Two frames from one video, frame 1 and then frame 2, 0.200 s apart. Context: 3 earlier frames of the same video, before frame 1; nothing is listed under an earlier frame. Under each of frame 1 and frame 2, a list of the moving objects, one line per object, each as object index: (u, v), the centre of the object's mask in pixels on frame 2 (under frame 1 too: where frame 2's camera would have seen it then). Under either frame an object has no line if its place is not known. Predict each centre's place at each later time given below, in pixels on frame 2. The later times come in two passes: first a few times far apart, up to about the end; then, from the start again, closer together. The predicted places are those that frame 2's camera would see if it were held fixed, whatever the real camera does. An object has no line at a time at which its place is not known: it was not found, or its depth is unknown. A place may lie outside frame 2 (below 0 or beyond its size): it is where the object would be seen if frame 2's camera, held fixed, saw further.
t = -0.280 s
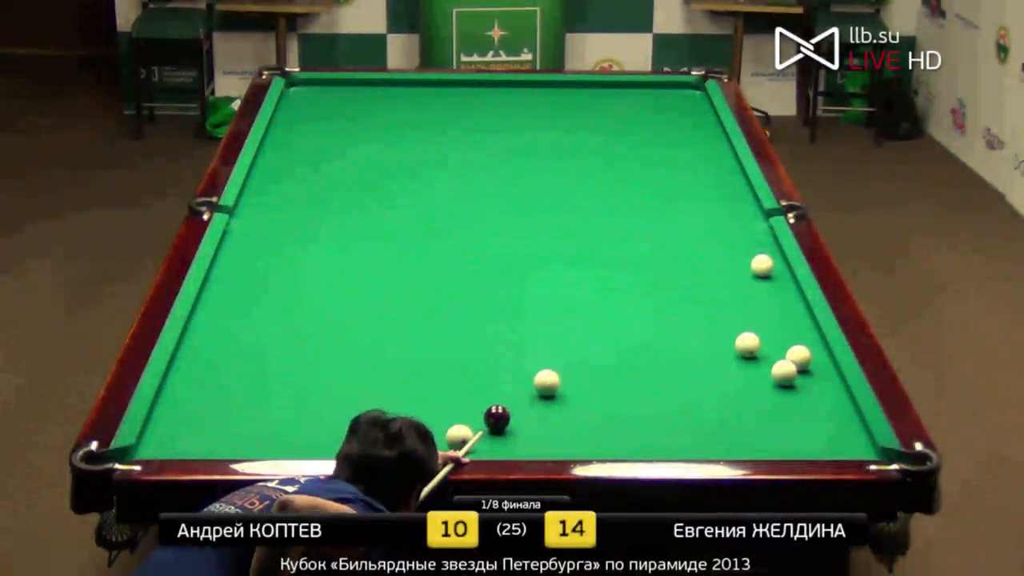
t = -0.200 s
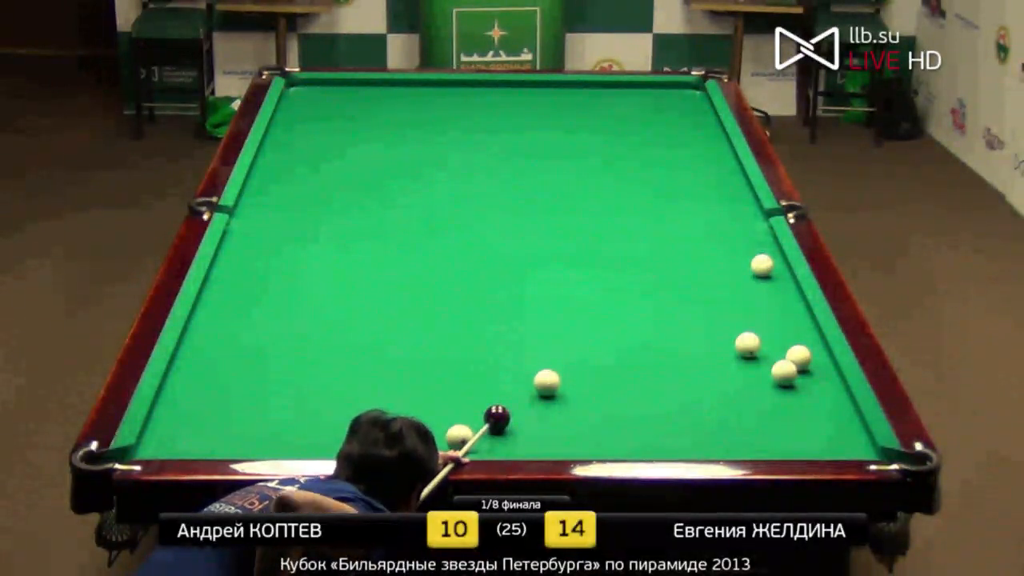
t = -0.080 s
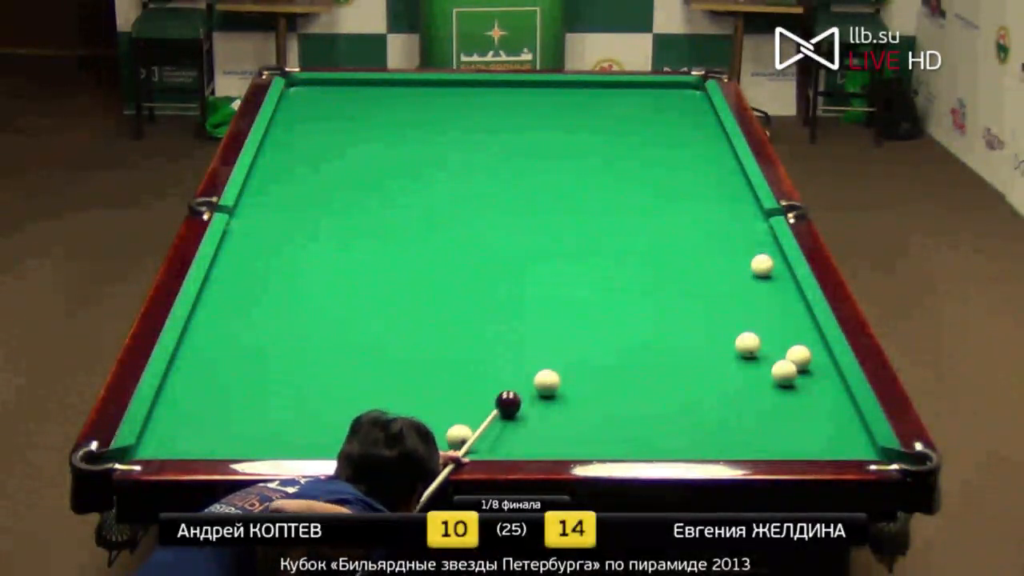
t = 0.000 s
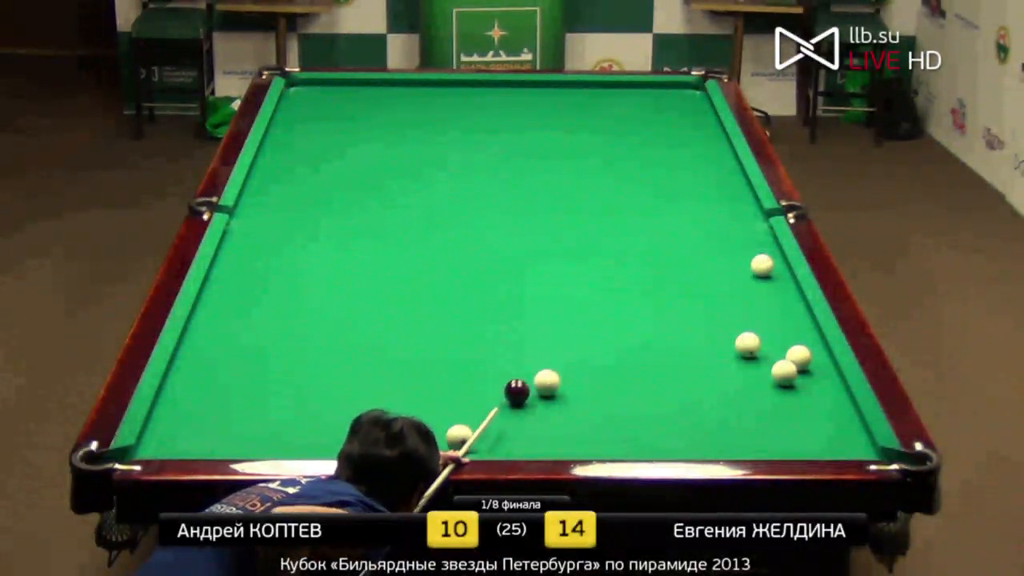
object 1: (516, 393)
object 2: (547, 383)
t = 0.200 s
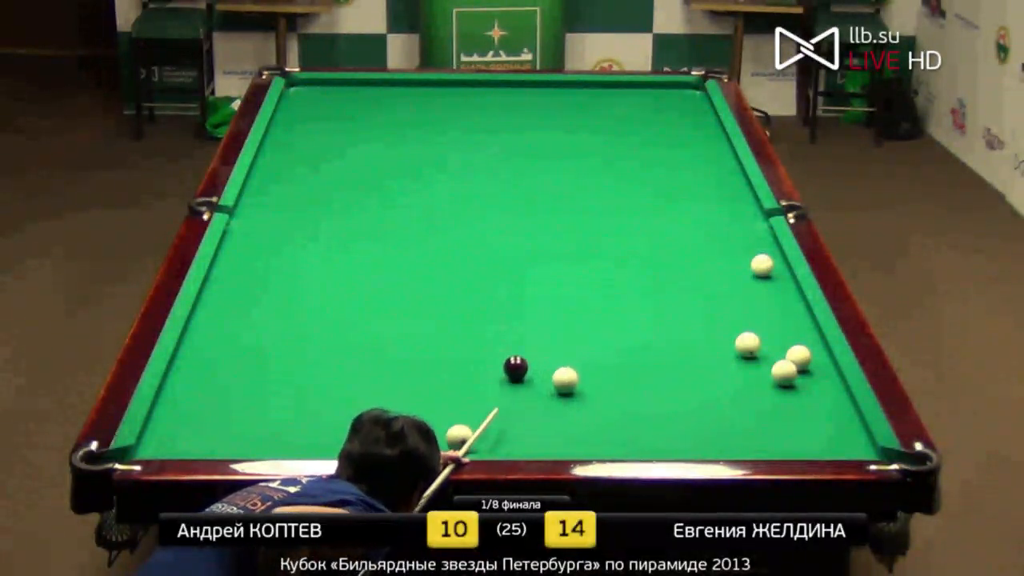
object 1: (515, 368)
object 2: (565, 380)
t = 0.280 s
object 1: (513, 359)
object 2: (573, 379)
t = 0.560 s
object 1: (505, 331)
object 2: (601, 375)
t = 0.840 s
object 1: (498, 305)
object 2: (626, 372)
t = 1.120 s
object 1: (492, 281)
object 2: (650, 369)
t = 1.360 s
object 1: (487, 262)
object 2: (668, 366)
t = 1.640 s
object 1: (481, 243)
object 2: (688, 363)
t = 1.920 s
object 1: (476, 224)
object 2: (705, 360)
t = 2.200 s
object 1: (472, 208)
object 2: (722, 358)
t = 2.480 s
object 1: (468, 193)
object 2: (736, 357)
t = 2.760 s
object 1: (464, 179)
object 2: (749, 355)
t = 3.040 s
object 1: (460, 166)
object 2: (759, 354)
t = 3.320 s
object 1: (457, 154)
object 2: (767, 354)
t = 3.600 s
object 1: (454, 143)
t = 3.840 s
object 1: (451, 135)
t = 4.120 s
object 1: (448, 125)
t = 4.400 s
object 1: (445, 117)
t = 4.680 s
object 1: (443, 108)
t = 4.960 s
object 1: (441, 101)
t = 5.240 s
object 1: (438, 94)
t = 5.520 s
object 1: (436, 88)
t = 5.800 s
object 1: (434, 83)
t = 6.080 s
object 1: (432, 86)
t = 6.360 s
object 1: (430, 89)
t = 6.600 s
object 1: (429, 92)
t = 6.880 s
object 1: (427, 94)
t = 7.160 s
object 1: (427, 96)
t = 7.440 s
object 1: (426, 98)
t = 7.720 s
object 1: (425, 100)
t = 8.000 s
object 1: (424, 101)
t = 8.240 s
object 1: (424, 102)
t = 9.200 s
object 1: (422, 103)
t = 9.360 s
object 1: (422, 103)
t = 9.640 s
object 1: (422, 103)
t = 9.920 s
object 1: (422, 103)
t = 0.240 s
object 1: (514, 364)
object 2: (569, 379)
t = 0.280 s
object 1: (513, 359)
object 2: (573, 379)
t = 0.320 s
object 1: (512, 355)
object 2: (577, 378)
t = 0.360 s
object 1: (511, 351)
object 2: (581, 378)
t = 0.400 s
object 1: (509, 347)
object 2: (585, 377)
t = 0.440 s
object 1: (508, 343)
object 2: (589, 377)
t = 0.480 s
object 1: (507, 339)
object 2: (593, 376)
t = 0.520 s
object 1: (506, 335)
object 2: (597, 375)
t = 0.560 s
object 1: (505, 331)
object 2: (601, 375)
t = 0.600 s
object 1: (504, 327)
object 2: (604, 374)
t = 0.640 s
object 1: (503, 323)
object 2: (608, 374)
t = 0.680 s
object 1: (502, 319)
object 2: (612, 374)
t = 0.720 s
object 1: (501, 315)
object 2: (616, 373)
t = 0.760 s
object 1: (500, 312)
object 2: (619, 372)
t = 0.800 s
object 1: (499, 308)
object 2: (623, 372)
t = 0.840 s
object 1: (498, 305)
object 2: (626, 372)
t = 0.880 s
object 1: (497, 301)
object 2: (630, 371)
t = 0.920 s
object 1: (496, 298)
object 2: (633, 371)
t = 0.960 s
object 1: (495, 294)
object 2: (636, 370)
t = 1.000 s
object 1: (494, 291)
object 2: (640, 370)
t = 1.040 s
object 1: (493, 287)
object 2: (643, 369)
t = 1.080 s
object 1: (493, 284)
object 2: (646, 369)
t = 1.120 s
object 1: (492, 281)
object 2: (650, 369)
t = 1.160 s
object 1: (491, 278)
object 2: (653, 368)
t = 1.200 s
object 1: (490, 275)
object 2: (656, 368)
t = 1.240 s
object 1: (489, 271)
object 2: (659, 367)
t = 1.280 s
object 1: (488, 268)
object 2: (662, 367)
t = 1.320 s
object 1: (487, 265)
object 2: (665, 366)
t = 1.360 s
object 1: (487, 262)
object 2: (668, 366)
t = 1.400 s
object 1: (486, 259)
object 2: (671, 366)
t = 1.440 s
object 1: (485, 256)
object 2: (674, 365)
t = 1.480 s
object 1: (484, 254)
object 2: (677, 365)
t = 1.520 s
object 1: (483, 251)
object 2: (680, 364)
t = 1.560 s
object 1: (483, 249)
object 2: (682, 364)
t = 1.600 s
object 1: (482, 245)
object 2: (685, 364)
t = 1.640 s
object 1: (481, 243)
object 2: (688, 363)
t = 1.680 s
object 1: (481, 240)
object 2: (690, 363)
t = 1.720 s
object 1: (480, 237)
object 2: (693, 362)
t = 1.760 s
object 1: (479, 235)
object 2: (695, 362)
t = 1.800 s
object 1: (478, 232)
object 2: (698, 362)
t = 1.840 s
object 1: (478, 230)
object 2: (700, 361)
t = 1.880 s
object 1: (477, 227)
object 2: (703, 361)
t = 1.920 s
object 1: (476, 224)
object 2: (705, 360)
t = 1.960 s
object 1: (476, 222)
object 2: (708, 360)
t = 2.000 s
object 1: (475, 220)
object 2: (710, 360)
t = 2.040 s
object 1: (474, 217)
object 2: (713, 359)
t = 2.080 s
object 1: (474, 215)
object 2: (715, 359)
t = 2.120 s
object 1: (473, 212)
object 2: (717, 359)
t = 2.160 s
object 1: (472, 210)
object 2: (719, 359)
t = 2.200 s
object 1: (472, 208)
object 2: (722, 358)
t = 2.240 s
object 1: (471, 206)
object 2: (724, 358)
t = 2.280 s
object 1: (471, 204)
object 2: (726, 358)
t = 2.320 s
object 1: (470, 202)
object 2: (728, 358)
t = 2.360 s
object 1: (469, 199)
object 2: (730, 357)
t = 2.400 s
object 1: (469, 197)
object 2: (732, 357)
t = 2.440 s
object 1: (468, 195)
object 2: (734, 357)
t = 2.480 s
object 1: (468, 193)
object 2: (736, 357)
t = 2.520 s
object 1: (467, 191)
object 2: (738, 357)
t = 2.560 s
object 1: (466, 189)
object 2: (740, 357)
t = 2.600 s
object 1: (466, 187)
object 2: (742, 356)
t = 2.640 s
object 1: (465, 185)
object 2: (744, 356)
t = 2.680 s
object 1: (465, 183)
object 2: (746, 356)
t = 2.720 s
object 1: (464, 181)
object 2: (747, 355)
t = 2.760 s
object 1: (464, 179)
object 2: (749, 355)
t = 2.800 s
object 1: (463, 177)
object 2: (751, 355)
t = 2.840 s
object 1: (462, 175)
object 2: (752, 355)
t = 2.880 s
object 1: (462, 173)
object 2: (754, 355)
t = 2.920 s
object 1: (461, 171)
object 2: (755, 355)
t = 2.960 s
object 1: (461, 170)
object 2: (757, 354)
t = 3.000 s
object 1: (460, 168)
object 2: (758, 354)
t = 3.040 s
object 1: (460, 166)
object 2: (759, 354)
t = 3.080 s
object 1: (459, 165)
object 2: (760, 354)
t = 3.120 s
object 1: (459, 163)
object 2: (761, 354)
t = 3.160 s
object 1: (458, 161)
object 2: (763, 354)
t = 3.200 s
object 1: (458, 159)
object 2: (764, 354)
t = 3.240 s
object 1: (457, 158)
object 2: (765, 354)
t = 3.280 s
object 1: (457, 156)
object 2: (766, 354)
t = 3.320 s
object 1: (457, 154)
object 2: (767, 354)
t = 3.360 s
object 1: (456, 153)
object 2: (768, 354)
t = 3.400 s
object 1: (456, 151)
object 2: (768, 354)
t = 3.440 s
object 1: (456, 150)
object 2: (769, 353)
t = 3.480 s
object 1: (455, 148)
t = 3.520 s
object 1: (455, 146)
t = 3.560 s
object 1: (454, 145)
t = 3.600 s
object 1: (454, 143)
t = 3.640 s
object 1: (453, 142)
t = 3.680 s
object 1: (453, 140)
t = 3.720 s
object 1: (452, 139)
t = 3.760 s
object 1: (452, 138)
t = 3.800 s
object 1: (451, 136)
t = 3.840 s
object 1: (451, 135)
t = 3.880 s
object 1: (450, 133)
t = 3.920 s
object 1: (450, 132)
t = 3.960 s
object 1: (450, 131)
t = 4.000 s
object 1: (449, 129)
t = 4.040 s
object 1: (449, 128)
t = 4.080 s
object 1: (448, 127)
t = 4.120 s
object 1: (448, 125)
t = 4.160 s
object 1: (448, 124)
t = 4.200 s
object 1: (447, 123)
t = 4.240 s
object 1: (447, 121)
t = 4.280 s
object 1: (447, 120)
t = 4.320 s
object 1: (446, 119)
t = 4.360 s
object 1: (446, 118)
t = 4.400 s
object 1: (445, 117)
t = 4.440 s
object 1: (445, 115)
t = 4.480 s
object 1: (445, 114)
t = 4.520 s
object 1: (444, 113)
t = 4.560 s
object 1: (444, 112)
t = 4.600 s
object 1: (444, 111)
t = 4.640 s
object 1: (443, 109)
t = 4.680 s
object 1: (443, 108)
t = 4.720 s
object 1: (443, 107)
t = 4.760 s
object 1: (442, 106)
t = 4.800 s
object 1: (442, 105)
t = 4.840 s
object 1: (442, 104)
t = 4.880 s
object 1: (441, 103)
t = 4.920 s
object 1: (441, 102)
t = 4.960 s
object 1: (441, 101)
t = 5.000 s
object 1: (441, 100)
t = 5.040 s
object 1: (440, 99)
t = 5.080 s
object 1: (440, 98)
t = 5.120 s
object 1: (439, 97)
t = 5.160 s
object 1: (439, 96)
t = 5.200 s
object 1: (438, 95)
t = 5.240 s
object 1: (438, 94)
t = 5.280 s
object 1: (438, 93)
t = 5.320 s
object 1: (437, 92)
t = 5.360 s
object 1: (437, 91)
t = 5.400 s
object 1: (437, 90)
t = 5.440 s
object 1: (436, 90)
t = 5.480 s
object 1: (436, 88)
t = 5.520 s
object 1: (436, 88)
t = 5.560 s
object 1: (436, 87)
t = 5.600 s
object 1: (435, 86)
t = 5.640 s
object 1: (435, 85)
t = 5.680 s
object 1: (435, 84)
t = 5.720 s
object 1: (435, 83)
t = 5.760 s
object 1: (434, 83)
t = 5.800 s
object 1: (434, 83)
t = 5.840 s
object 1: (434, 83)
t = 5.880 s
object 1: (433, 84)
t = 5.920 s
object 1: (433, 84)
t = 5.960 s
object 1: (433, 85)
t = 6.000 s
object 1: (433, 85)
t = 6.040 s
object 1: (432, 86)
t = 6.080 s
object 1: (432, 86)
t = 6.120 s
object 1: (432, 87)
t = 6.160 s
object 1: (431, 87)
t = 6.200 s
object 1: (432, 88)
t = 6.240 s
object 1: (431, 88)
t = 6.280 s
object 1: (431, 88)
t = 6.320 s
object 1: (431, 89)
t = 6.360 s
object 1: (430, 89)
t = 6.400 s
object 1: (430, 90)
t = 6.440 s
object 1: (430, 90)
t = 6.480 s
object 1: (430, 90)
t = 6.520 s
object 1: (430, 91)
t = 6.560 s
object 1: (430, 91)
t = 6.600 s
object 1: (429, 92)
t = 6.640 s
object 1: (429, 92)
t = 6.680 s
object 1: (429, 92)
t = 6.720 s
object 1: (428, 93)
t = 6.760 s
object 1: (428, 93)
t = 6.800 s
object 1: (428, 93)
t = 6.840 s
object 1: (428, 94)
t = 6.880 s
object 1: (427, 94)
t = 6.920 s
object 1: (428, 94)
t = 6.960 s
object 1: (427, 94)
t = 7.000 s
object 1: (427, 95)
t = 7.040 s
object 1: (426, 96)
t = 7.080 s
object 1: (426, 96)
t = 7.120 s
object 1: (427, 96)
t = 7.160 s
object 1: (427, 96)
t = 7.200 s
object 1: (426, 97)
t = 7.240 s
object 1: (426, 97)
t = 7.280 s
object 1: (426, 97)
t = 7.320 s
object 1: (426, 97)
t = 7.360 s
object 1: (426, 98)
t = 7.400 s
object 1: (426, 98)
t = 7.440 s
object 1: (426, 98)
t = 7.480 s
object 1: (425, 99)
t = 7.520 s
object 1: (426, 99)
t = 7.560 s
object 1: (425, 99)
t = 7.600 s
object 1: (425, 99)
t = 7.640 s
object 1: (425, 99)
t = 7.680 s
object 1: (425, 100)
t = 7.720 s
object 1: (425, 100)
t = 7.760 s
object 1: (425, 100)
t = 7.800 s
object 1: (424, 100)
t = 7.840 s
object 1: (425, 101)
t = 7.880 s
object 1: (424, 101)
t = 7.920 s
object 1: (424, 101)
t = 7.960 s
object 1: (424, 101)
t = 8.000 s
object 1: (424, 101)
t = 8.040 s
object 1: (424, 101)
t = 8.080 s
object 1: (424, 102)
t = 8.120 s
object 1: (424, 102)
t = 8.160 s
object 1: (424, 102)
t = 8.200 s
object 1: (424, 102)
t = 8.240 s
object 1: (424, 102)
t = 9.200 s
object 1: (422, 103)
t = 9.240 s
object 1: (422, 103)
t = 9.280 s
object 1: (422, 103)
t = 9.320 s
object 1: (422, 103)
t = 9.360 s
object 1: (422, 103)
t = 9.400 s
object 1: (422, 103)
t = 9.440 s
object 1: (422, 103)
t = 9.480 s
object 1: (422, 103)
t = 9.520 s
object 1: (422, 103)
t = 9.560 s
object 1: (422, 103)
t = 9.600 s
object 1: (422, 103)
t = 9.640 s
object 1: (422, 103)
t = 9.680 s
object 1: (422, 103)
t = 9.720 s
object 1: (422, 103)
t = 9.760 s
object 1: (422, 103)
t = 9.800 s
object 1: (422, 103)
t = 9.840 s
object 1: (422, 103)
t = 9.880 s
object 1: (422, 103)
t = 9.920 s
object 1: (422, 103)
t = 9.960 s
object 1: (422, 103)
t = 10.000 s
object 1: (422, 103)
